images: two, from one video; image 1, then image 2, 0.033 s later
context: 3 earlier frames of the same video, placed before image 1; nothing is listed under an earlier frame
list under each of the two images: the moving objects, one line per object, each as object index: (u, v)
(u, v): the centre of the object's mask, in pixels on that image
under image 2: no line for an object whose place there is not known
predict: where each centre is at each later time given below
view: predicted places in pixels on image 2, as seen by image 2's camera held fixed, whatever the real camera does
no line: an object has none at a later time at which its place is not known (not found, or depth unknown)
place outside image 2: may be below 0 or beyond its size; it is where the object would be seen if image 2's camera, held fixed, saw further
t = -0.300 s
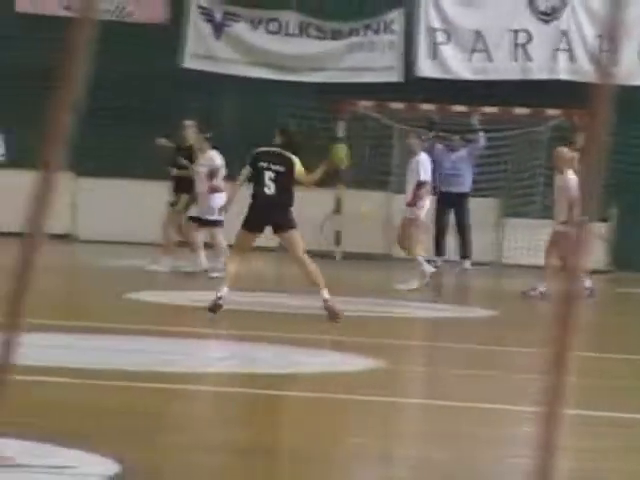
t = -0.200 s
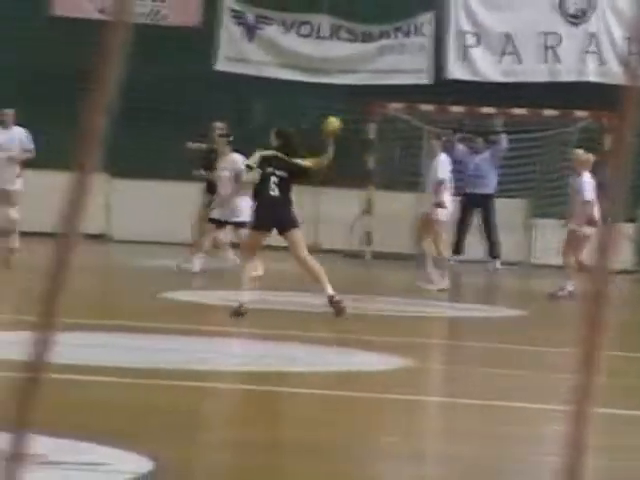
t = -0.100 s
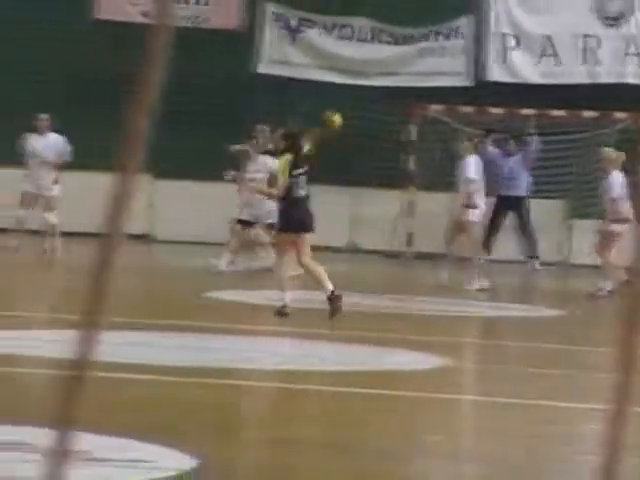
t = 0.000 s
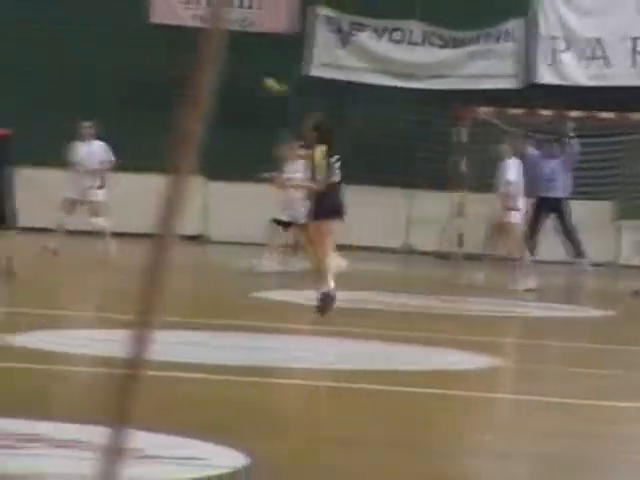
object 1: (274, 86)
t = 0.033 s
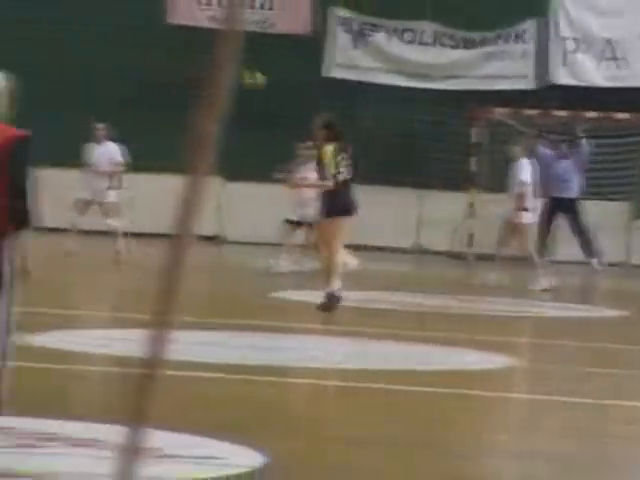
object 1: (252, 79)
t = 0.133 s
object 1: (134, 54)
